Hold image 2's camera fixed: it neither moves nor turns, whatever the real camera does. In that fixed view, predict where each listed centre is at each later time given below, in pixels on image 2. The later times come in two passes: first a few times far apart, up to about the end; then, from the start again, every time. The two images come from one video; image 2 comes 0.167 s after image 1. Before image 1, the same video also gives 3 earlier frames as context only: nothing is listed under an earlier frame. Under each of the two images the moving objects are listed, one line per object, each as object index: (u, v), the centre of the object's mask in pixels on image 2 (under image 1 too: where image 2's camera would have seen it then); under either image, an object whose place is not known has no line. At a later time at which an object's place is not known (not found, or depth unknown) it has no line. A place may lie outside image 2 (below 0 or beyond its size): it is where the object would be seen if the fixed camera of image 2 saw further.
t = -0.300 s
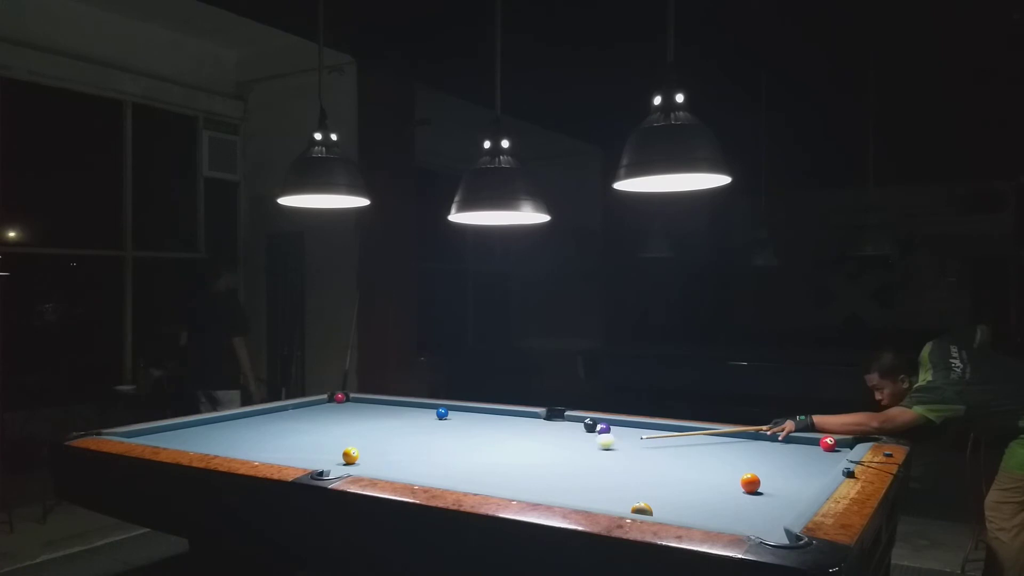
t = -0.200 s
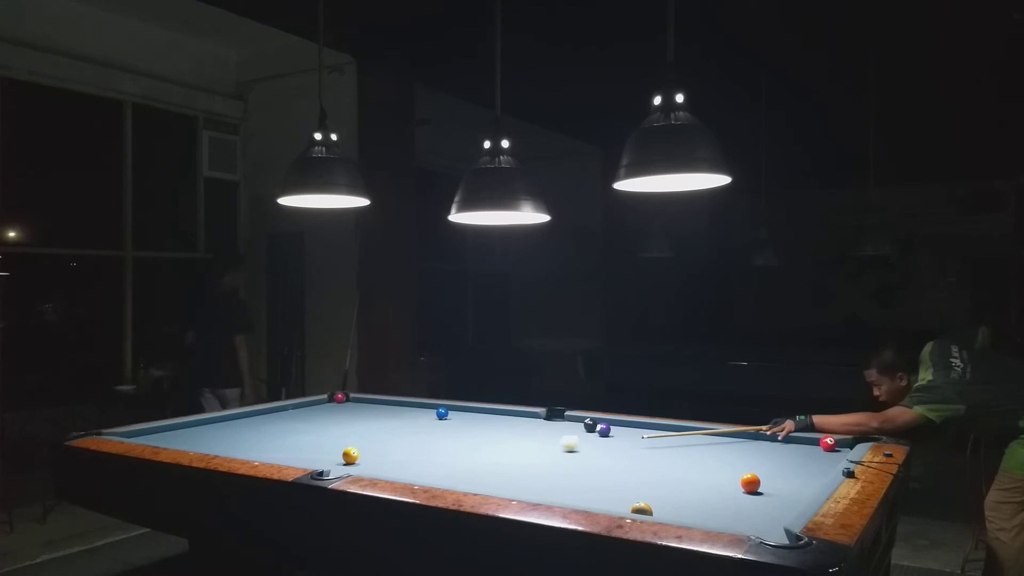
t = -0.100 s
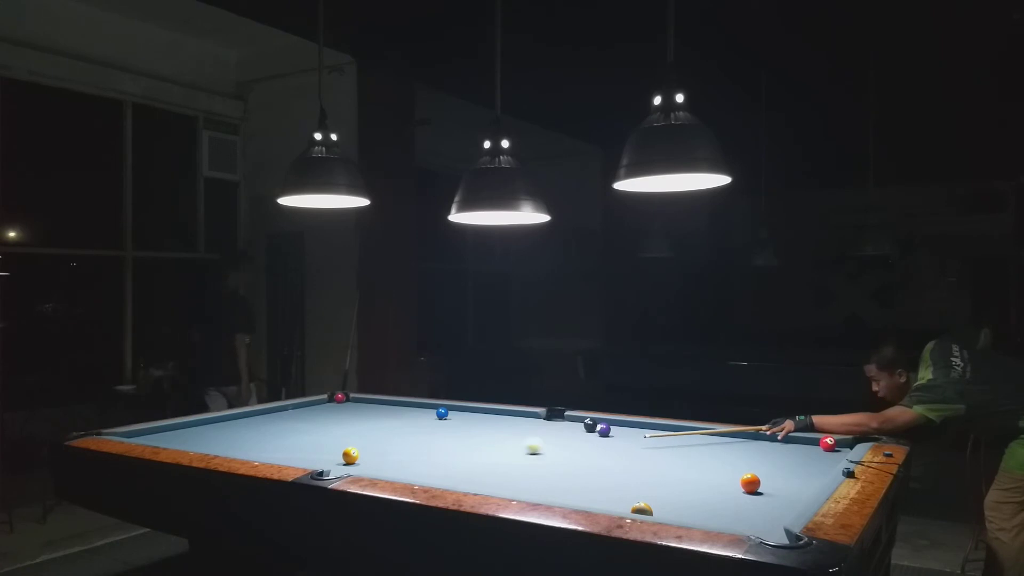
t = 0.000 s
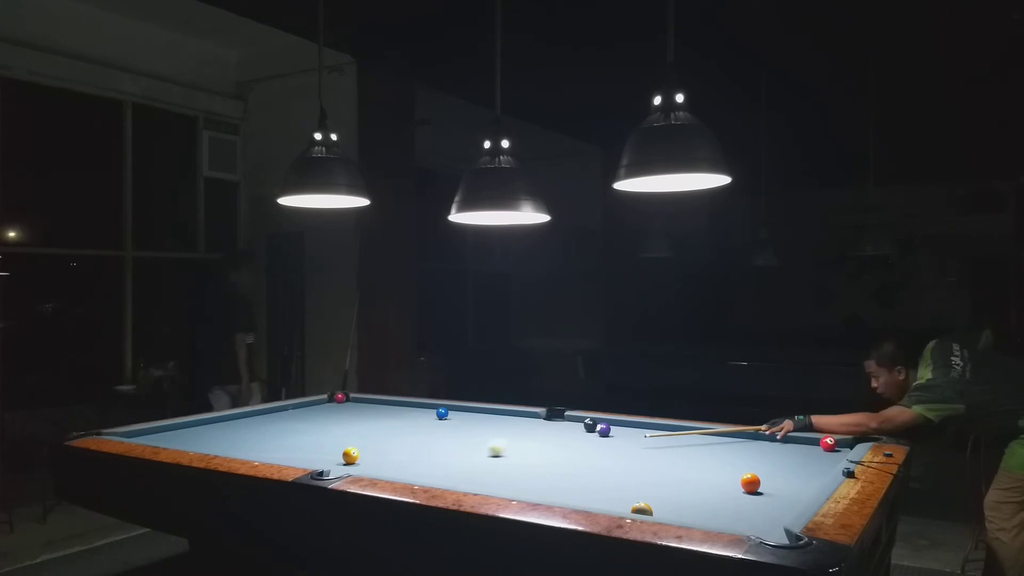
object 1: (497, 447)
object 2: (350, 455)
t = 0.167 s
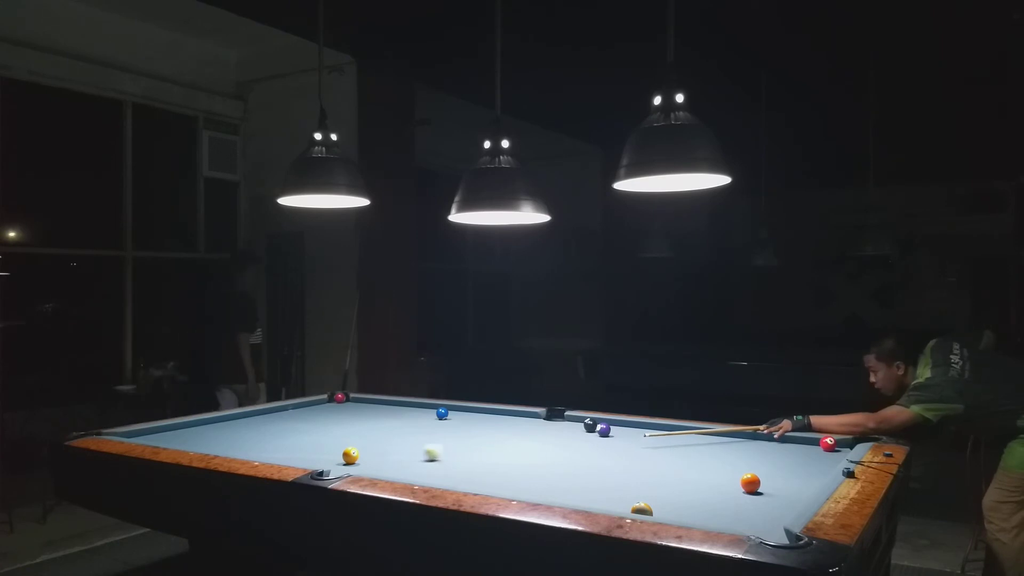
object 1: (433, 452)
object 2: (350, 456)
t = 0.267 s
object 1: (394, 454)
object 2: (350, 455)
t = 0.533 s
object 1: (329, 463)
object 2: (312, 453)
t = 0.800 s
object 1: (337, 462)
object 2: (270, 450)
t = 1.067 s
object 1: (358, 456)
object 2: (231, 446)
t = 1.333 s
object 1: (377, 450)
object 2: (196, 443)
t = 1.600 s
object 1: (394, 445)
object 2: (163, 439)
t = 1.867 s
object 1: (409, 441)
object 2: (134, 436)
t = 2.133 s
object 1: (422, 437)
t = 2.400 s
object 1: (433, 434)
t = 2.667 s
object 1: (443, 431)
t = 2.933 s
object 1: (452, 428)
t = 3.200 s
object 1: (460, 426)
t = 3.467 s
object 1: (466, 424)
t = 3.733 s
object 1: (472, 422)
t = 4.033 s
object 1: (477, 420)
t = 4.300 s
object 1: (481, 419)
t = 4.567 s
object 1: (484, 418)
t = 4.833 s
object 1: (486, 418)
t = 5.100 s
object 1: (487, 417)
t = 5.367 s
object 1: (488, 417)
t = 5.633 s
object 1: (489, 417)
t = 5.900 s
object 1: (488, 417)
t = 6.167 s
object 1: (488, 417)
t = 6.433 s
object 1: (488, 417)
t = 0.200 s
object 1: (420, 452)
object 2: (350, 455)
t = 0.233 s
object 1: (407, 453)
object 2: (350, 455)
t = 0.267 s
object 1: (394, 454)
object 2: (350, 455)
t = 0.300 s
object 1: (381, 455)
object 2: (350, 456)
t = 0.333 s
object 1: (368, 456)
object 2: (350, 455)
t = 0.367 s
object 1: (361, 457)
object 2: (344, 455)
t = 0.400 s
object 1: (355, 459)
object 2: (336, 454)
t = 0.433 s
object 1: (349, 460)
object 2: (329, 454)
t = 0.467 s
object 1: (342, 462)
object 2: (323, 454)
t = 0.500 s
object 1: (335, 463)
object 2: (317, 453)
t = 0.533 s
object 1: (329, 463)
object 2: (312, 453)
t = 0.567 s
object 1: (321, 463)
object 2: (306, 452)
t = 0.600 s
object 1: (318, 463)
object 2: (301, 452)
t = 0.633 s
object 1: (322, 462)
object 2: (296, 452)
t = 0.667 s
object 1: (325, 462)
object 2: (290, 451)
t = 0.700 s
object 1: (328, 462)
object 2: (285, 451)
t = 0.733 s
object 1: (331, 462)
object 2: (280, 450)
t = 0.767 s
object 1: (334, 462)
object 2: (275, 450)
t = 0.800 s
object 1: (337, 462)
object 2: (270, 450)
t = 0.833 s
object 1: (339, 461)
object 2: (265, 449)
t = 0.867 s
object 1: (342, 460)
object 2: (260, 449)
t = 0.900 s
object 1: (345, 459)
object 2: (255, 448)
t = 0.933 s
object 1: (348, 458)
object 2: (250, 448)
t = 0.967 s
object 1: (350, 458)
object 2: (246, 448)
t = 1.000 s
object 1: (353, 457)
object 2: (241, 447)
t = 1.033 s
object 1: (356, 456)
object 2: (236, 447)
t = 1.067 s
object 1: (358, 456)
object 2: (231, 446)
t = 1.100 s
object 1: (361, 455)
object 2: (227, 446)
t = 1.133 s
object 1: (363, 454)
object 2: (222, 445)
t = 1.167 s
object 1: (366, 453)
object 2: (218, 445)
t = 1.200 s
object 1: (368, 453)
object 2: (214, 444)
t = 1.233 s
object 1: (371, 452)
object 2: (209, 444)
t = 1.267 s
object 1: (373, 451)
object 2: (205, 444)
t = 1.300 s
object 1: (375, 451)
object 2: (200, 443)
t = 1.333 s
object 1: (377, 450)
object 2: (196, 443)
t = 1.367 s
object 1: (380, 449)
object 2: (192, 442)
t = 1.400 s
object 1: (382, 449)
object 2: (188, 442)
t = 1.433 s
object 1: (384, 448)
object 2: (184, 442)
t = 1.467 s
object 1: (386, 448)
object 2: (179, 441)
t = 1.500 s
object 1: (388, 447)
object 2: (176, 441)
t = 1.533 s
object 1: (390, 446)
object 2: (171, 440)
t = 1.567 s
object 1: (392, 446)
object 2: (167, 440)
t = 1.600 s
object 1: (394, 445)
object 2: (163, 439)
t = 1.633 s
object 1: (396, 445)
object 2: (160, 439)
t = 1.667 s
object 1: (398, 444)
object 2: (155, 438)
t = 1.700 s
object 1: (400, 444)
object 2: (152, 438)
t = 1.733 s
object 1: (402, 443)
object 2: (148, 438)
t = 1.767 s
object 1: (404, 443)
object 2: (145, 437)
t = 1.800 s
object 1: (405, 442)
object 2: (141, 437)
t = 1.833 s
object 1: (407, 441)
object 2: (137, 437)
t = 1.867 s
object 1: (409, 441)
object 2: (134, 436)
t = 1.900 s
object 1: (411, 440)
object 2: (130, 436)
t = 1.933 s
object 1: (412, 440)
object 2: (127, 435)
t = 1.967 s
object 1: (414, 439)
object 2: (123, 435)
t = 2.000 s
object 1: (416, 439)
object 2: (120, 435)
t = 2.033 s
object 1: (417, 439)
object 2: (116, 434)
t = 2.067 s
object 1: (419, 438)
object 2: (112, 434)
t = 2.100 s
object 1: (420, 438)
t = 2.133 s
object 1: (422, 437)
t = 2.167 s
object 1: (423, 437)
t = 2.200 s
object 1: (425, 436)
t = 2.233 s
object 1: (426, 436)
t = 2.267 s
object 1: (428, 435)
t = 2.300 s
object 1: (429, 435)
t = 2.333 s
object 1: (430, 435)
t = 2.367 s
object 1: (432, 434)
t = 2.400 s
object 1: (433, 434)
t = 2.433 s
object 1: (434, 433)
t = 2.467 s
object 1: (436, 433)
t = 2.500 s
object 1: (437, 433)
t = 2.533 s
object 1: (438, 432)
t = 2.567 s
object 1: (439, 432)
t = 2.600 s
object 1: (441, 432)
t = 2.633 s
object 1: (442, 431)
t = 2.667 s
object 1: (443, 431)
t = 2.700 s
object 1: (444, 431)
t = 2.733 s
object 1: (446, 430)
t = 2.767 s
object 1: (447, 430)
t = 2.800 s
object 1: (447, 429)
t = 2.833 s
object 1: (449, 429)
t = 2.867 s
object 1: (450, 429)
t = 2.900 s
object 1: (451, 428)
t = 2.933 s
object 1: (452, 428)
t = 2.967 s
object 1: (453, 428)
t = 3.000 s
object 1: (454, 427)
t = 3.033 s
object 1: (455, 427)
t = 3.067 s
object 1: (456, 427)
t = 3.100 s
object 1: (457, 427)
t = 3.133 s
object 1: (458, 426)
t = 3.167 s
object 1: (459, 426)
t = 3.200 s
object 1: (460, 426)
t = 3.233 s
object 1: (460, 425)
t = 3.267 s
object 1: (461, 425)
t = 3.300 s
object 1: (462, 425)
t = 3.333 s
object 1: (463, 425)
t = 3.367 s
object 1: (464, 424)
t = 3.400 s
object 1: (465, 424)
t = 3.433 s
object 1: (466, 424)
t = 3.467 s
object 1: (466, 424)
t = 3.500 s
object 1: (467, 423)
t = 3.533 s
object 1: (468, 423)
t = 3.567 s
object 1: (469, 423)
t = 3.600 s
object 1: (469, 423)
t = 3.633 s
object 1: (470, 423)
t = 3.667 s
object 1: (471, 422)
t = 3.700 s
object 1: (471, 422)
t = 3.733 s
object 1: (472, 422)
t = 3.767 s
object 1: (473, 422)
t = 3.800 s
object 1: (473, 422)
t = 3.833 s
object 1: (474, 421)
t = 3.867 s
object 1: (474, 421)
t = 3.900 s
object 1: (475, 421)
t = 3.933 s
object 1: (476, 421)
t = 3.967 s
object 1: (476, 421)
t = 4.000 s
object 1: (477, 421)
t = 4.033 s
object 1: (477, 420)
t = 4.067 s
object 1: (477, 420)
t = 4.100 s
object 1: (478, 420)
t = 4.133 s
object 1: (479, 420)
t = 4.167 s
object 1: (479, 420)
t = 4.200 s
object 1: (479, 420)
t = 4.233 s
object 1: (480, 420)
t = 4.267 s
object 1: (481, 419)
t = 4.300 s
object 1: (481, 419)
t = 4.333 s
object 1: (482, 419)
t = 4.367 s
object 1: (482, 419)
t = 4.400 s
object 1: (482, 419)
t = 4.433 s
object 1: (482, 419)
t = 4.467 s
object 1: (483, 419)
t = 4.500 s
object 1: (483, 418)
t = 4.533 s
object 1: (483, 418)
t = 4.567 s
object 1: (484, 418)
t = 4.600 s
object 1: (484, 418)
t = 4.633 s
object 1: (484, 418)
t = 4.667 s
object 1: (484, 418)
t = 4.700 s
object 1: (485, 418)
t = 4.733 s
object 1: (485, 418)
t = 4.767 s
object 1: (486, 418)
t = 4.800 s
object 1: (486, 418)
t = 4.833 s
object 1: (486, 418)
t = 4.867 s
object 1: (486, 418)
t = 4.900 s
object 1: (486, 417)
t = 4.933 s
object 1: (486, 417)
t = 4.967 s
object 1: (487, 417)
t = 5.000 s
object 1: (487, 417)
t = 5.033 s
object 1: (487, 417)
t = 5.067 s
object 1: (487, 417)
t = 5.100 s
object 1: (487, 417)
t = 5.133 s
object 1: (487, 417)
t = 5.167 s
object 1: (487, 417)
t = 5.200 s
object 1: (488, 417)
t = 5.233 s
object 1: (488, 417)
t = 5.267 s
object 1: (488, 417)
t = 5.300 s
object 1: (488, 417)
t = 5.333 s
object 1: (488, 417)
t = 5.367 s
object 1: (488, 417)
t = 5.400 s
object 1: (488, 417)
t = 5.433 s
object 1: (489, 417)
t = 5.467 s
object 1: (489, 417)
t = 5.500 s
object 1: (489, 417)
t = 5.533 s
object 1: (488, 417)
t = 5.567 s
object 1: (488, 417)
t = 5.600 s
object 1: (488, 417)
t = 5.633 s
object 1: (489, 417)
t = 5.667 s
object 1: (488, 417)
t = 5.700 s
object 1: (488, 417)
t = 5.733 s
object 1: (488, 417)
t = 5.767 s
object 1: (488, 417)
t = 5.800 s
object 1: (488, 417)
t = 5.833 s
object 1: (489, 417)
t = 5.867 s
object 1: (488, 417)
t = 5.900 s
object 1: (488, 417)
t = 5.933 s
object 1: (488, 417)
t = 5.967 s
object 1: (488, 417)
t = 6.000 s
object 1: (488, 417)
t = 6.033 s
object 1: (488, 417)
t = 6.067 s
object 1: (488, 417)
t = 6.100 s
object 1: (488, 417)
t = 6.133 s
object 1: (488, 417)
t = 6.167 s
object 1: (488, 417)
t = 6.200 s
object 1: (488, 417)
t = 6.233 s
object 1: (488, 417)
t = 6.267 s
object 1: (488, 417)
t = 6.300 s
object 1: (488, 417)
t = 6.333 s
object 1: (488, 417)
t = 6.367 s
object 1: (488, 417)
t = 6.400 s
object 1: (488, 417)
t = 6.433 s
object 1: (488, 417)
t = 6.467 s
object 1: (488, 417)
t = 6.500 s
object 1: (488, 417)
